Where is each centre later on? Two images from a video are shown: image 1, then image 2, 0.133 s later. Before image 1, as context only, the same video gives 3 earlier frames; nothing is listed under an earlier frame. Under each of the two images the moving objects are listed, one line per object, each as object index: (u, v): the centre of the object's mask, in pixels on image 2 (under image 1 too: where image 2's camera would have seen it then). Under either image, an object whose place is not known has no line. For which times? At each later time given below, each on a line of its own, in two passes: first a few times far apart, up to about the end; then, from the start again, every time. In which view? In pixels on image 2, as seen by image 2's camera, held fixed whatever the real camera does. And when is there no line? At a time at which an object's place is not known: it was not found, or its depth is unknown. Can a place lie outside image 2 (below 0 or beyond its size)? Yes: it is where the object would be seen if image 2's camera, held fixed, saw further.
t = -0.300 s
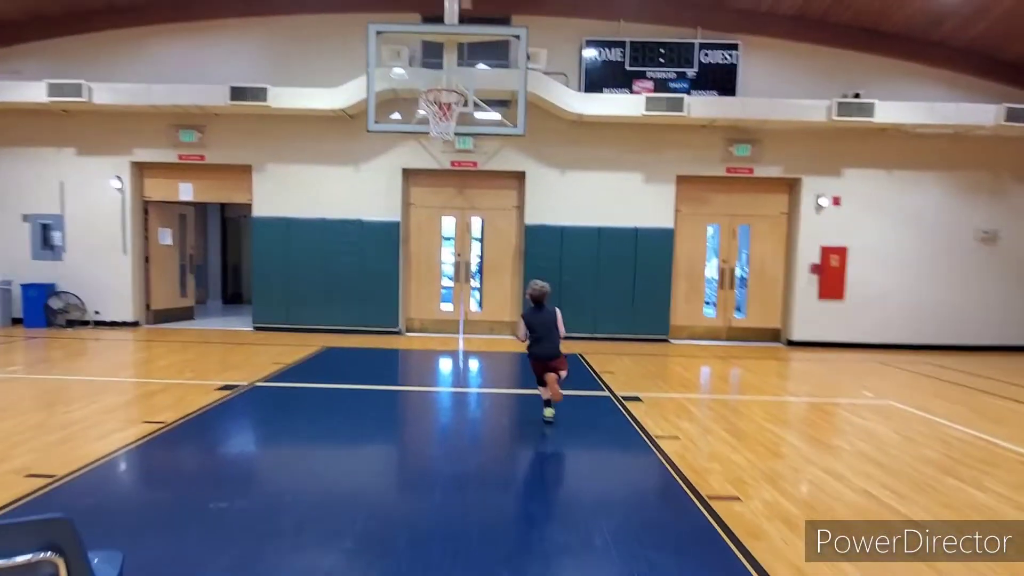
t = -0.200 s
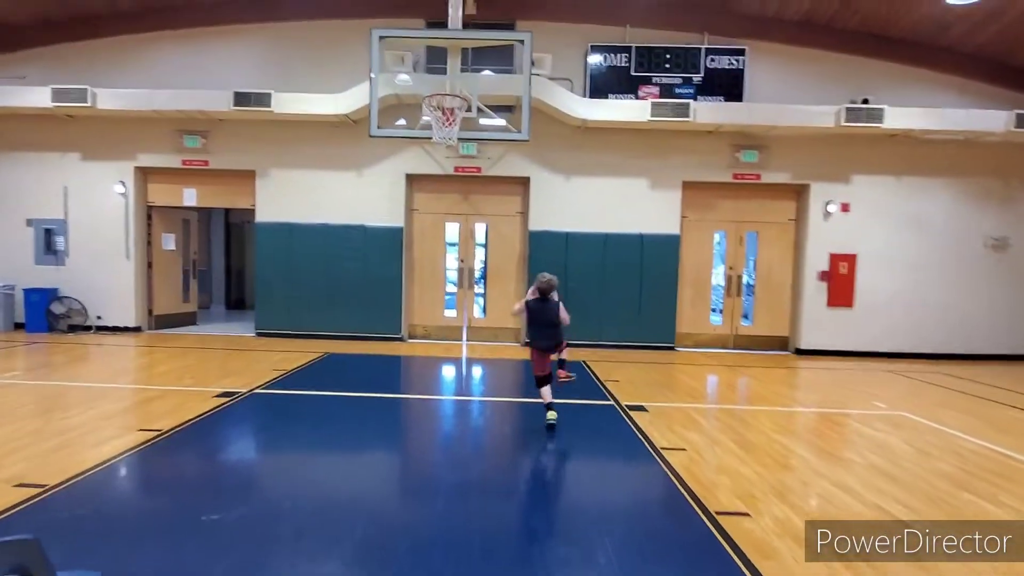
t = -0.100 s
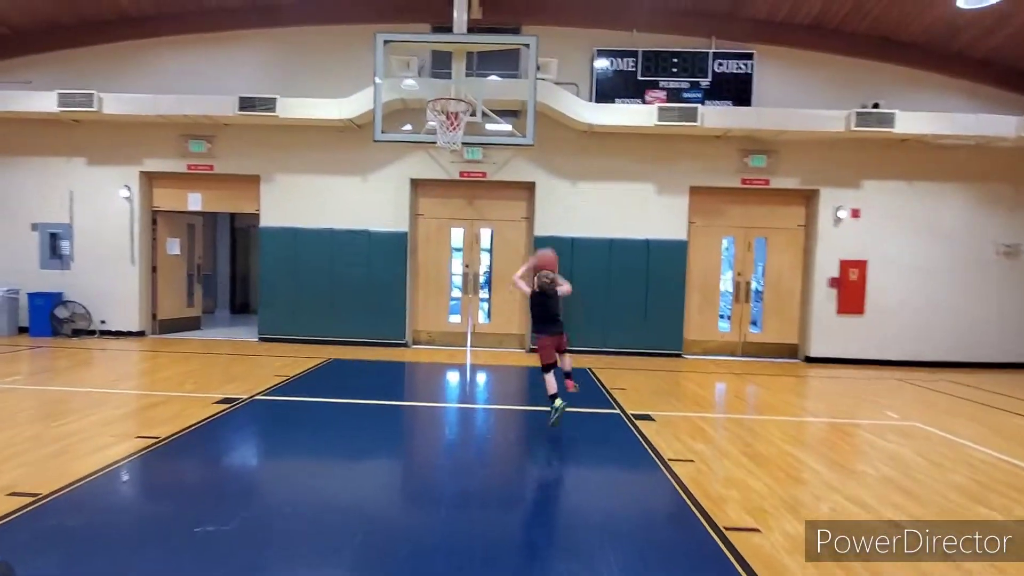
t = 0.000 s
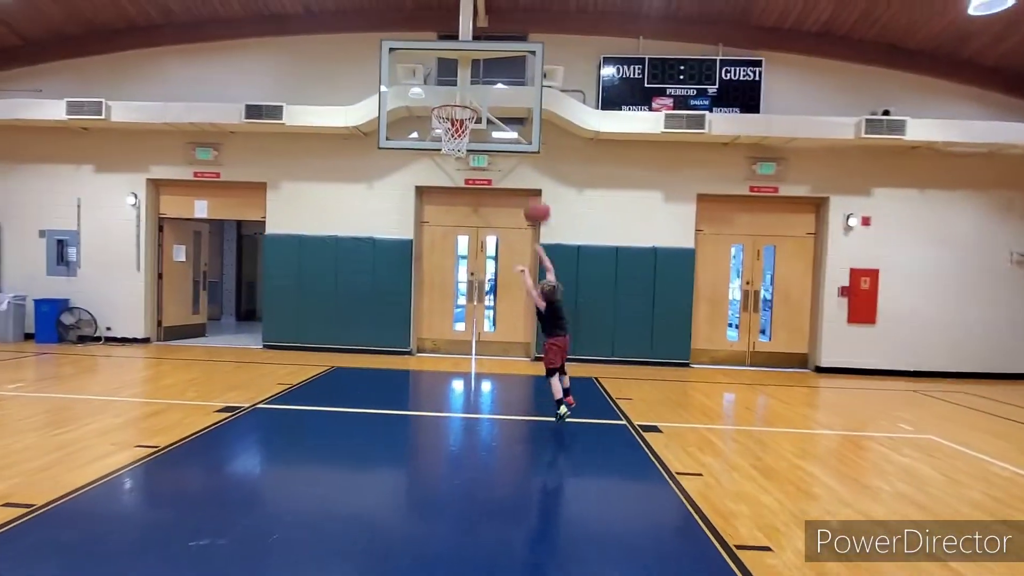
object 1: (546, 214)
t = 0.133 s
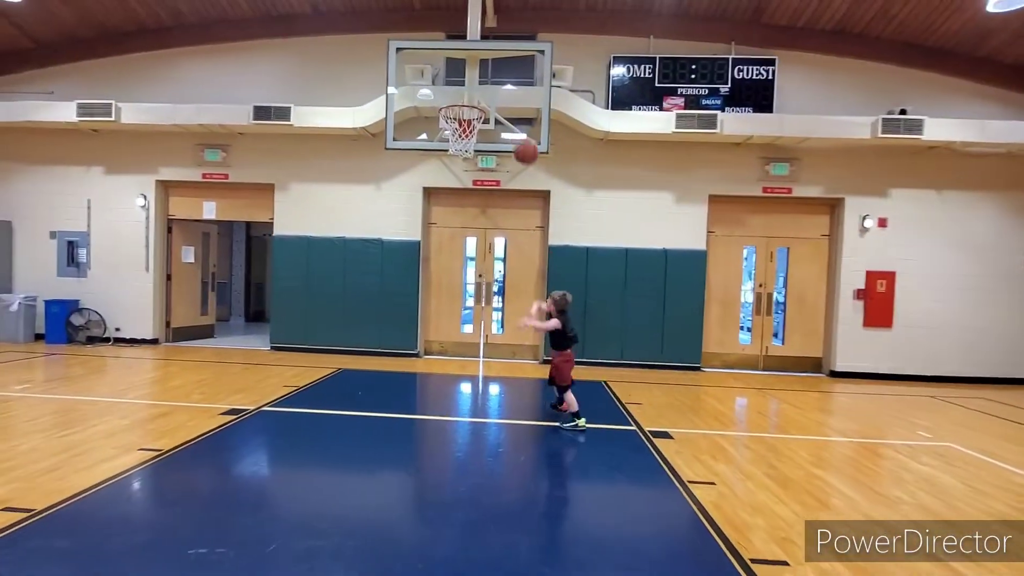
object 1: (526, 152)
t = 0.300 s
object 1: (505, 107)
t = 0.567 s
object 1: (477, 93)
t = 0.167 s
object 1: (522, 139)
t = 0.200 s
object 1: (518, 129)
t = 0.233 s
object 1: (513, 121)
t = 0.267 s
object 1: (509, 114)
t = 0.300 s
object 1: (505, 107)
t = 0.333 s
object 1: (502, 103)
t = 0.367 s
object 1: (498, 99)
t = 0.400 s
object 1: (494, 96)
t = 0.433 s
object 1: (490, 95)
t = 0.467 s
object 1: (487, 94)
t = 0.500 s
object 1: (483, 95)
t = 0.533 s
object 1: (480, 94)
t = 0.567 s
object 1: (477, 93)
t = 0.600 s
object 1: (474, 93)
